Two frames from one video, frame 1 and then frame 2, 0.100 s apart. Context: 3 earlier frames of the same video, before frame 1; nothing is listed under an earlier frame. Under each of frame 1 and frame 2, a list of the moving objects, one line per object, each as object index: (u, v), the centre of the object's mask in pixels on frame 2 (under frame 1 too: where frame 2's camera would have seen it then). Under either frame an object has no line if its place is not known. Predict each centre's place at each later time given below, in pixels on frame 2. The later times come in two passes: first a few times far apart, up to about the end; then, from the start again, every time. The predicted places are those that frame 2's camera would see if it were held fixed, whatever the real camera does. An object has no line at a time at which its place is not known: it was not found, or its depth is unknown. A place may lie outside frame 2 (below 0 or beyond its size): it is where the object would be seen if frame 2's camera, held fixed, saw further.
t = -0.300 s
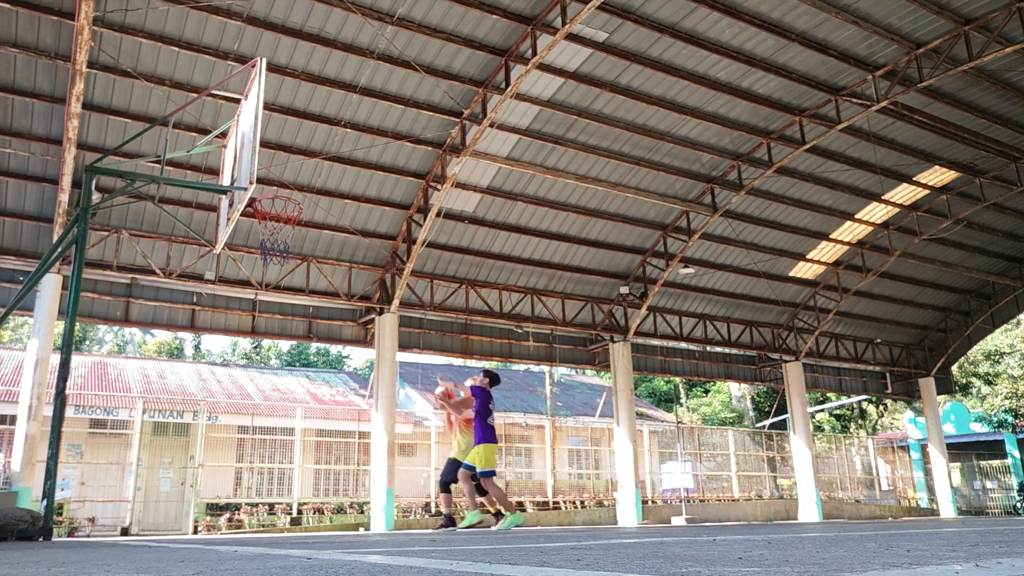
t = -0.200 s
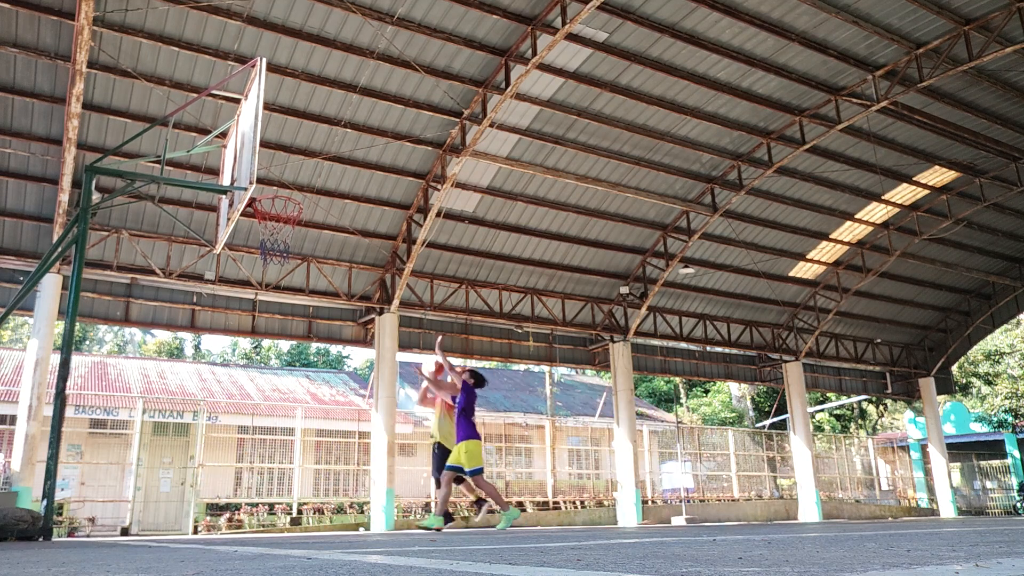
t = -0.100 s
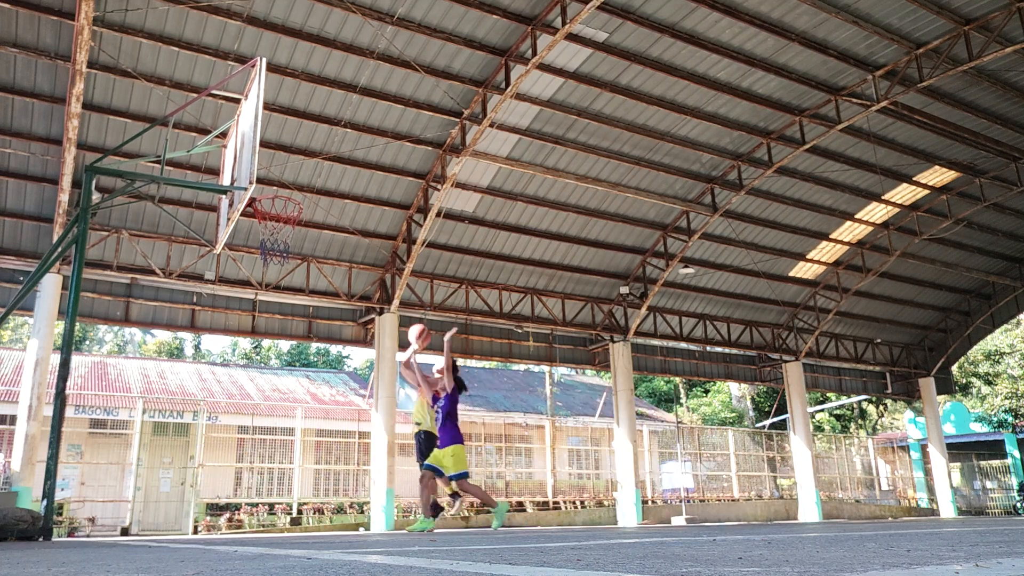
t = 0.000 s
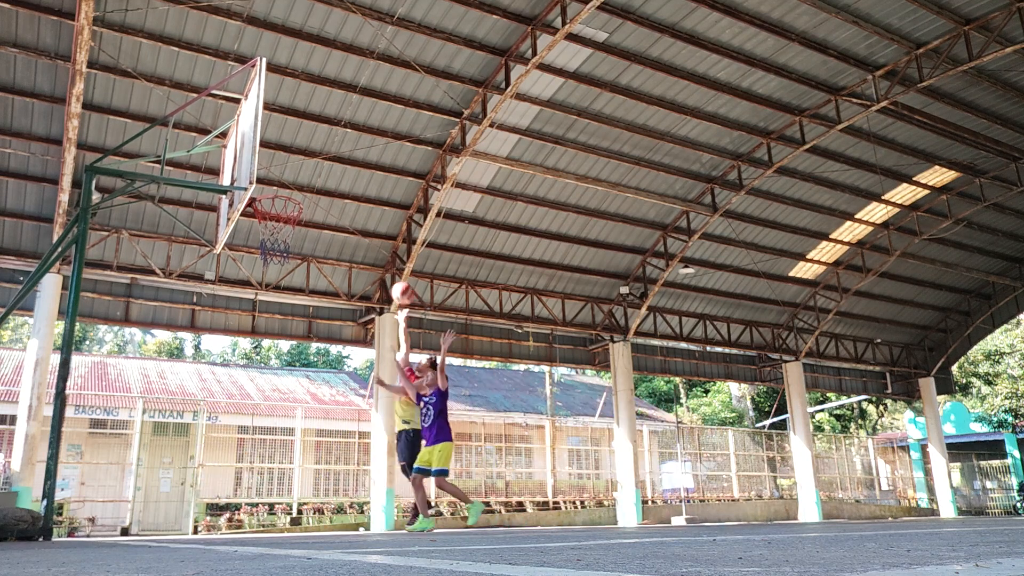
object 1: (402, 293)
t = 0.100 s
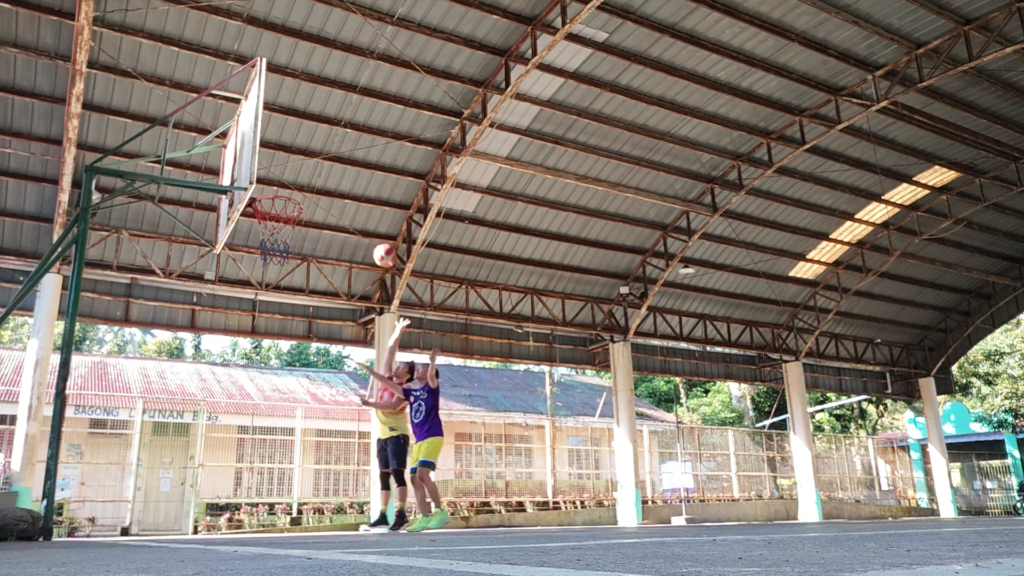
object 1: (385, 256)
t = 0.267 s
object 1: (353, 209)
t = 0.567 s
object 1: (292, 180)
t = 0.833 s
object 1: (262, 181)
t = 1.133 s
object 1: (294, 194)
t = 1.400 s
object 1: (302, 192)
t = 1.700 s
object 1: (312, 205)
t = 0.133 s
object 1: (379, 245)
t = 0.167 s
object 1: (372, 234)
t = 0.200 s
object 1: (366, 225)
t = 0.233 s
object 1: (360, 217)
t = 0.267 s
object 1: (353, 209)
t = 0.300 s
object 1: (346, 201)
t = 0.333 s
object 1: (340, 196)
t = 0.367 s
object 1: (334, 191)
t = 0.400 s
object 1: (328, 187)
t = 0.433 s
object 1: (321, 184)
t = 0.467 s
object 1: (314, 182)
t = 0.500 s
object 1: (307, 180)
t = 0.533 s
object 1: (300, 180)
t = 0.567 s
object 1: (292, 180)
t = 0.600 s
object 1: (285, 181)
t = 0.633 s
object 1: (277, 184)
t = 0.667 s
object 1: (269, 186)
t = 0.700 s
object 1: (263, 190)
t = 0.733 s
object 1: (258, 195)
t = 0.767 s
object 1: (258, 190)
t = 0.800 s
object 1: (259, 186)
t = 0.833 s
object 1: (262, 181)
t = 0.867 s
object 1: (264, 178)
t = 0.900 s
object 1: (266, 177)
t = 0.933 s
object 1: (269, 177)
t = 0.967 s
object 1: (274, 177)
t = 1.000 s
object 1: (278, 179)
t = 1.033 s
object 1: (282, 181)
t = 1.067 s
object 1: (286, 185)
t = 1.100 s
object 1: (290, 188)
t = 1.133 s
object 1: (294, 194)
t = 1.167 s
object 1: (298, 201)
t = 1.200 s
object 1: (299, 201)
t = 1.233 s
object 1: (299, 201)
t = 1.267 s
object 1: (299, 199)
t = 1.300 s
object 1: (300, 196)
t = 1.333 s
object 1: (301, 193)
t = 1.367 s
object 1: (301, 192)
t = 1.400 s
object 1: (302, 192)
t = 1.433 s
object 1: (302, 193)
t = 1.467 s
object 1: (303, 194)
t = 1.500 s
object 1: (304, 196)
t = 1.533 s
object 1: (305, 199)
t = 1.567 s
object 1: (306, 199)
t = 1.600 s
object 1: (308, 200)
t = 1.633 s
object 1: (309, 201)
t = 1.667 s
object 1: (311, 203)
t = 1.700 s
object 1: (312, 205)
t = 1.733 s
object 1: (313, 209)
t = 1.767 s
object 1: (315, 214)
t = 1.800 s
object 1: (316, 219)
